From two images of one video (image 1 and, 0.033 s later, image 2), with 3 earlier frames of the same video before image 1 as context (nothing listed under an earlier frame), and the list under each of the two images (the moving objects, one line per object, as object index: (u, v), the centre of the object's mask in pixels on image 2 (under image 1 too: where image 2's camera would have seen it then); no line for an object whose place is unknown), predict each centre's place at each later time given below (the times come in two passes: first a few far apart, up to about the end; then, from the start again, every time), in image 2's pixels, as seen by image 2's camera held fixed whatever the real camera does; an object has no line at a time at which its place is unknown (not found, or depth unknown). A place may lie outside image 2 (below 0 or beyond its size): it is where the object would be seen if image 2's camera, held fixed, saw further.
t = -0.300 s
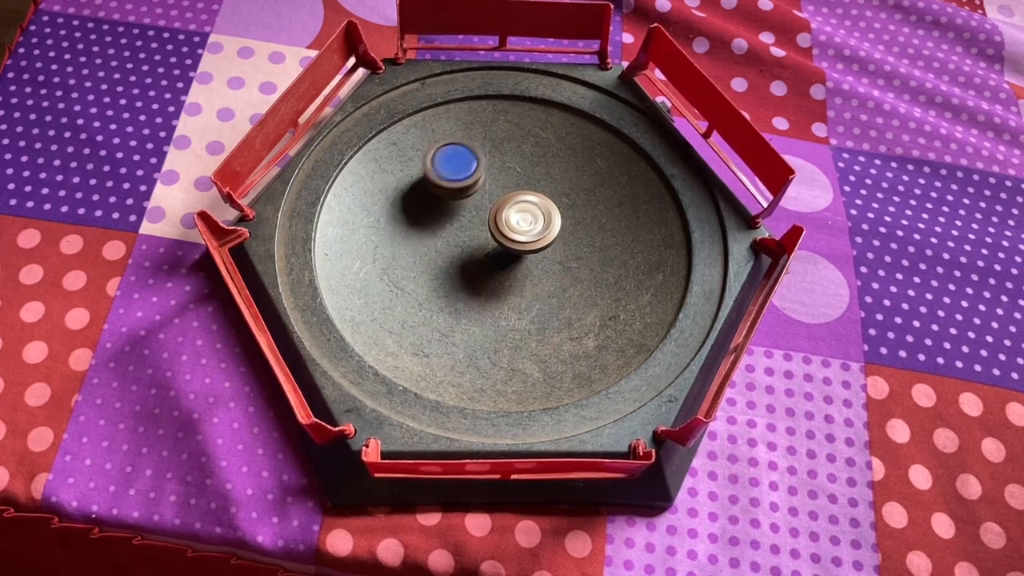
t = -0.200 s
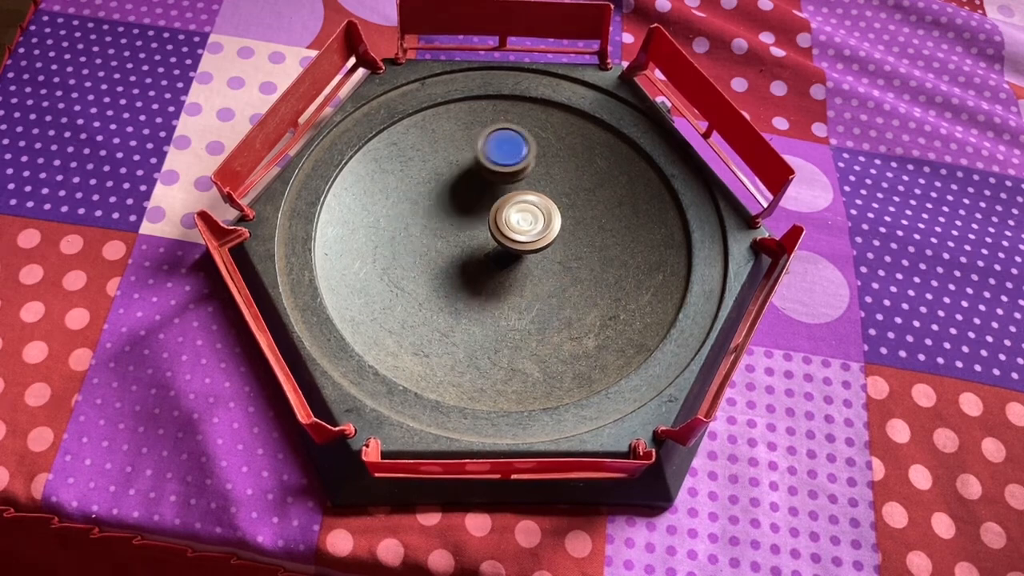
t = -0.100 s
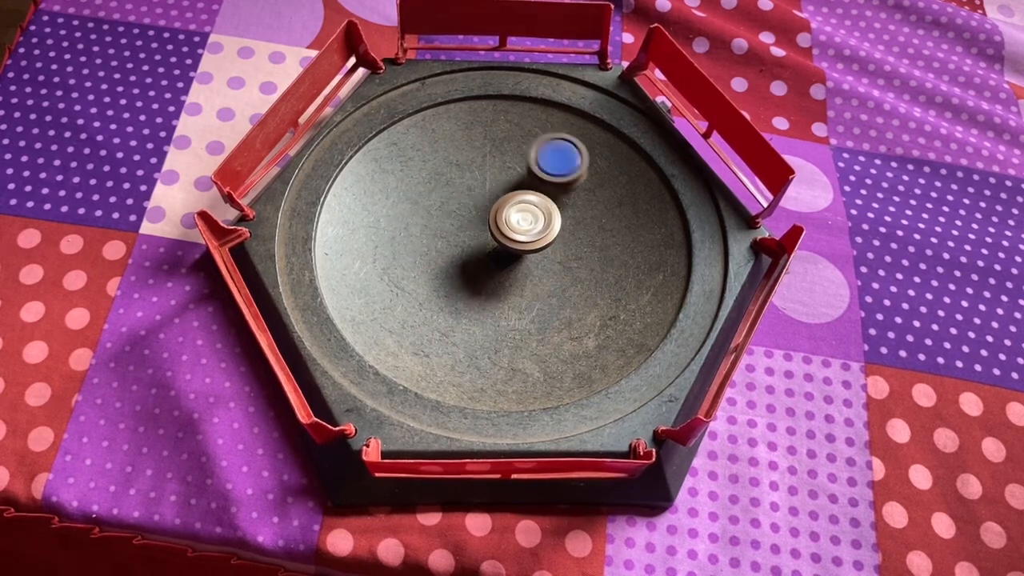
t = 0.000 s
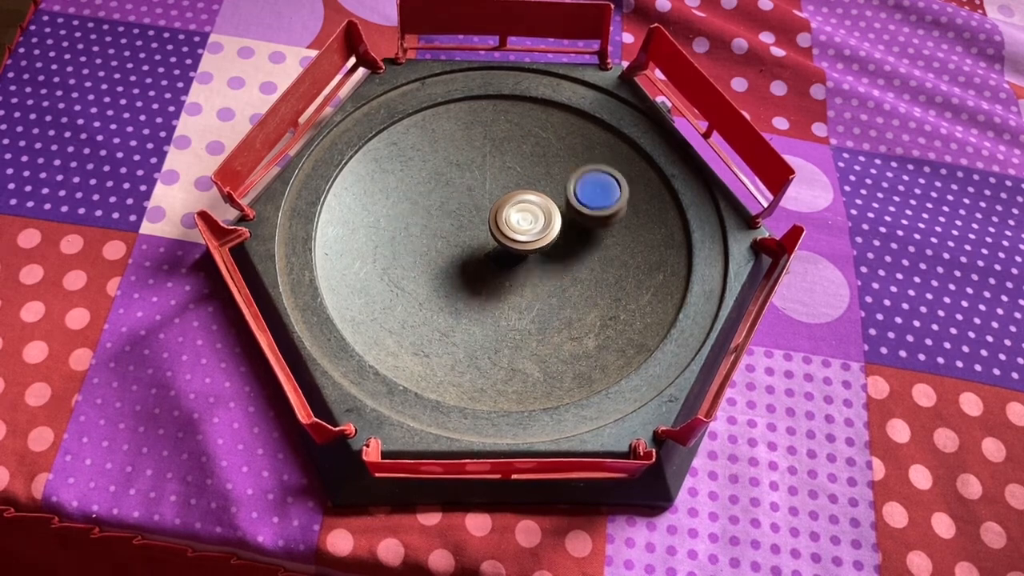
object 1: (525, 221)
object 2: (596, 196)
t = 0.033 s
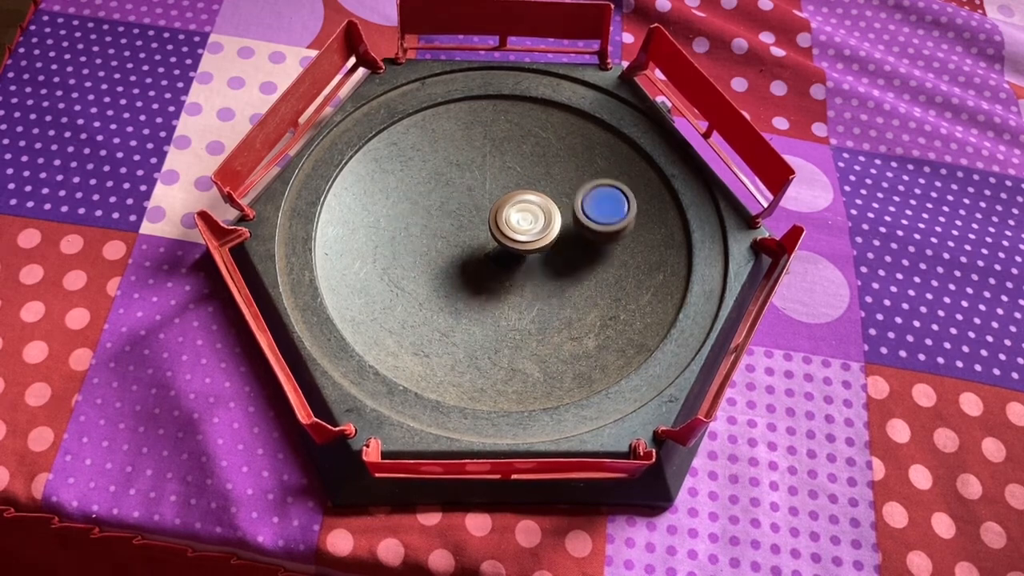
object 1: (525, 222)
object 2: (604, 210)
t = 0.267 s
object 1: (525, 221)
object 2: (556, 308)
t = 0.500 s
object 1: (525, 221)
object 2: (431, 280)
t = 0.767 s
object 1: (524, 221)
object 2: (454, 170)
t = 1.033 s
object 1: (524, 222)
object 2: (583, 184)
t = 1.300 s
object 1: (525, 222)
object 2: (575, 298)
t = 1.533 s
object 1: (525, 222)
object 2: (450, 295)
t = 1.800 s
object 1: (521, 223)
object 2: (442, 183)
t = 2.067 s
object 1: (520, 223)
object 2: (569, 174)
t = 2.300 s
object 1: (520, 223)
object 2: (595, 270)
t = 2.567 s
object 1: (523, 221)
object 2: (467, 301)
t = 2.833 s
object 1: (525, 221)
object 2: (431, 197)
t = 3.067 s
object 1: (525, 222)
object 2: (534, 160)
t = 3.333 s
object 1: (525, 221)
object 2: (599, 254)
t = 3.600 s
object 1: (524, 222)
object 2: (485, 308)
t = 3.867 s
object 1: (523, 222)
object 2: (427, 211)
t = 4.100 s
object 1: (524, 222)
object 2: (518, 161)
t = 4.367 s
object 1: (524, 222)
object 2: (599, 239)
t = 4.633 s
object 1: (524, 221)
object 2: (505, 307)
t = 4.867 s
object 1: (524, 222)
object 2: (427, 240)
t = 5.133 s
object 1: (524, 222)
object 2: (499, 164)
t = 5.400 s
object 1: (525, 221)
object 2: (593, 223)
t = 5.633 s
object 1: (525, 221)
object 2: (539, 302)
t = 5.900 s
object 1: (524, 222)
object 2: (435, 260)
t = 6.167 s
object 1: (524, 222)
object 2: (475, 176)
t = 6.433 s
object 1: (525, 225)
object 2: (581, 194)
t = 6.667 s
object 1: (526, 226)
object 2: (574, 277)
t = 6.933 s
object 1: (529, 227)
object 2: (465, 279)
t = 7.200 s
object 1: (532, 228)
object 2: (443, 201)
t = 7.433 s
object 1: (533, 228)
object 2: (522, 171)
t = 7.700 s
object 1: (533, 243)
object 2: (594, 218)
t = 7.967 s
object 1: (498, 262)
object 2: (569, 284)
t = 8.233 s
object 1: (446, 253)
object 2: (533, 256)
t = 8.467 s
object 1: (435, 235)
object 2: (557, 200)
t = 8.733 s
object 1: (460, 224)
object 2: (583, 220)
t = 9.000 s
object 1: (467, 227)
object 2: (541, 235)
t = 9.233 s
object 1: (462, 227)
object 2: (557, 219)
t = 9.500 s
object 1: (463, 226)
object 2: (545, 226)
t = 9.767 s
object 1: (462, 226)
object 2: (537, 219)
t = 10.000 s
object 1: (473, 231)
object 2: (537, 205)
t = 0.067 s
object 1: (524, 221)
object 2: (608, 226)
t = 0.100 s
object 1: (524, 221)
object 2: (608, 243)
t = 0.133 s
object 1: (524, 221)
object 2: (604, 259)
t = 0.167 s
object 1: (524, 221)
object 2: (597, 274)
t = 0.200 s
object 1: (524, 221)
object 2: (586, 288)
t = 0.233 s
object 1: (525, 221)
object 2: (572, 299)
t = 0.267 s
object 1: (525, 221)
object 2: (556, 308)
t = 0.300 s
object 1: (525, 221)
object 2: (537, 314)
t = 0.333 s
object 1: (525, 221)
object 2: (518, 316)
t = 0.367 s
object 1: (525, 221)
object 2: (497, 315)
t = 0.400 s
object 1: (525, 221)
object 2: (479, 311)
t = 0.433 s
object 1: (525, 221)
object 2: (460, 303)
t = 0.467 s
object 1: (525, 221)
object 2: (444, 293)
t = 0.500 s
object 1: (525, 221)
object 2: (431, 280)
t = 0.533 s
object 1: (525, 221)
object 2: (422, 265)
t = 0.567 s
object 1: (525, 221)
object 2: (416, 251)
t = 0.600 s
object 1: (525, 221)
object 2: (414, 235)
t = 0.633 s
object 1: (525, 221)
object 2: (416, 221)
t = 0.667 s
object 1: (525, 221)
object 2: (420, 206)
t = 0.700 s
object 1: (525, 221)
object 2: (428, 191)
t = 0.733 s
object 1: (525, 221)
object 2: (440, 181)
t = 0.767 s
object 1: (524, 221)
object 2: (454, 170)
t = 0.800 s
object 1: (524, 221)
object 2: (470, 163)
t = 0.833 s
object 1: (524, 222)
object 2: (485, 157)
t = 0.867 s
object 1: (524, 222)
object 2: (504, 155)
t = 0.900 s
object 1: (524, 222)
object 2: (521, 155)
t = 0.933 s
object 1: (524, 222)
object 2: (539, 158)
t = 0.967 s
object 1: (524, 222)
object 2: (555, 164)
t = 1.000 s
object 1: (524, 222)
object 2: (570, 173)
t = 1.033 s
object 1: (524, 222)
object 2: (583, 184)
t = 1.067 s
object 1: (525, 222)
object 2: (594, 197)
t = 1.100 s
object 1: (524, 222)
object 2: (602, 210)
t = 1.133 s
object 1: (524, 222)
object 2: (606, 226)
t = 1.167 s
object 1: (524, 222)
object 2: (606, 241)
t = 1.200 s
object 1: (525, 222)
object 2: (604, 257)
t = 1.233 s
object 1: (525, 222)
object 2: (597, 272)
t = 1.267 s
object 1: (525, 222)
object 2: (588, 286)
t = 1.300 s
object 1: (525, 222)
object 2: (575, 298)
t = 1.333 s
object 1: (525, 221)
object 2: (559, 307)
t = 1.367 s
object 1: (525, 222)
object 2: (541, 314)
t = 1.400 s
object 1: (525, 222)
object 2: (521, 316)
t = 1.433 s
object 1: (525, 222)
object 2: (502, 316)
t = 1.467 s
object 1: (525, 222)
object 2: (483, 312)
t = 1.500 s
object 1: (525, 222)
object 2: (466, 305)
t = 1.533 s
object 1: (525, 222)
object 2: (450, 295)
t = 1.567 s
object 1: (524, 222)
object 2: (437, 282)
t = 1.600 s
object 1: (524, 222)
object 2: (427, 268)
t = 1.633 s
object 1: (523, 222)
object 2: (421, 253)
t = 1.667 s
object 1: (522, 223)
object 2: (419, 238)
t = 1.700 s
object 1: (522, 223)
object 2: (420, 223)
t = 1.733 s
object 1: (522, 222)
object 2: (424, 209)
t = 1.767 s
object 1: (521, 222)
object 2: (432, 196)
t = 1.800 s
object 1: (521, 223)
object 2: (442, 183)
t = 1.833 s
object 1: (521, 223)
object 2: (456, 174)
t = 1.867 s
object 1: (521, 223)
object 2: (471, 166)
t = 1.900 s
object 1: (521, 223)
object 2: (486, 160)
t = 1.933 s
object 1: (521, 223)
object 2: (503, 157)
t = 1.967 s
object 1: (520, 223)
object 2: (520, 157)
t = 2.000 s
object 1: (520, 223)
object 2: (538, 161)
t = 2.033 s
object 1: (520, 223)
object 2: (554, 166)
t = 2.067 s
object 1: (520, 223)
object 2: (569, 174)
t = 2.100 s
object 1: (520, 223)
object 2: (582, 184)
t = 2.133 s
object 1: (520, 223)
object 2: (592, 196)
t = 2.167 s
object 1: (520, 223)
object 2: (600, 209)
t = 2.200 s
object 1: (520, 223)
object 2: (604, 224)
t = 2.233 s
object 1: (520, 223)
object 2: (605, 240)
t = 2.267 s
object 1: (520, 223)
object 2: (602, 256)
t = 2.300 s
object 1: (520, 223)
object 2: (595, 270)
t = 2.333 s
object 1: (520, 223)
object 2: (585, 284)
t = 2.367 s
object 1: (520, 223)
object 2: (573, 295)
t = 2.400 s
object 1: (521, 222)
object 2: (557, 305)
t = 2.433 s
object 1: (521, 222)
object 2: (540, 310)
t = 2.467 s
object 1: (522, 222)
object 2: (520, 313)
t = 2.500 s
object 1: (522, 222)
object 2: (500, 312)
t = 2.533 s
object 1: (523, 222)
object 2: (483, 308)
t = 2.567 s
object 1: (523, 221)
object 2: (467, 301)
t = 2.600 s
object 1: (523, 221)
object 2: (453, 293)
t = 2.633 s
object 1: (523, 221)
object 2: (441, 282)
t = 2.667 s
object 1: (523, 221)
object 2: (431, 269)
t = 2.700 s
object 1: (523, 221)
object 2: (424, 254)
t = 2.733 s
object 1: (524, 221)
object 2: (421, 239)
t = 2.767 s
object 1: (524, 221)
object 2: (421, 225)
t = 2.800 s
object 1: (524, 221)
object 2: (425, 210)
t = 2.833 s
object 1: (525, 221)
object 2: (431, 197)
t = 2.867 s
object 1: (525, 221)
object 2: (441, 184)
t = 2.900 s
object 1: (525, 221)
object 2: (455, 174)
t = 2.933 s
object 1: (525, 221)
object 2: (469, 167)
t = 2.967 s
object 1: (525, 221)
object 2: (485, 162)
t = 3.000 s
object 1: (525, 221)
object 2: (500, 158)
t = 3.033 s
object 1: (525, 222)
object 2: (518, 158)
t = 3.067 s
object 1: (525, 222)
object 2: (534, 160)
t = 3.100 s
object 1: (525, 222)
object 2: (550, 165)
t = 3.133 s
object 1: (525, 222)
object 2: (566, 173)
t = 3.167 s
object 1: (525, 221)
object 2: (578, 183)
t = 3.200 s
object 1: (525, 221)
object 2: (588, 196)
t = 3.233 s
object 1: (525, 221)
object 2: (595, 210)
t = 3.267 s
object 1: (524, 221)
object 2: (600, 223)
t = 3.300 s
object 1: (525, 221)
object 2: (601, 239)
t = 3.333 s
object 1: (525, 221)
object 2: (599, 254)
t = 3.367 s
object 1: (525, 221)
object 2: (593, 268)
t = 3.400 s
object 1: (525, 221)
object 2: (584, 282)
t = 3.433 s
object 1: (525, 221)
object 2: (572, 293)
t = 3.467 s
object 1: (525, 221)
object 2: (557, 303)
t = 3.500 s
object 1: (525, 222)
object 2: (540, 309)
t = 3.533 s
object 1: (525, 222)
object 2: (521, 312)
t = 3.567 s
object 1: (524, 222)
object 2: (502, 311)
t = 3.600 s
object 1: (524, 222)
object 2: (485, 308)
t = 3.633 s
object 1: (524, 222)
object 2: (468, 301)
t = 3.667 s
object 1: (524, 222)
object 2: (454, 292)
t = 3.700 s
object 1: (524, 222)
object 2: (442, 281)
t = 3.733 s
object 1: (524, 222)
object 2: (433, 268)
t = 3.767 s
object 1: (523, 222)
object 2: (426, 255)
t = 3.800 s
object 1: (522, 223)
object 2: (423, 240)
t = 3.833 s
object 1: (523, 223)
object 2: (423, 225)
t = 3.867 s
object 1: (523, 222)
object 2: (427, 211)
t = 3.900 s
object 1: (524, 222)
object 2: (433, 199)
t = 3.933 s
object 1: (524, 222)
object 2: (444, 187)
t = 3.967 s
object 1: (524, 222)
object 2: (456, 177)
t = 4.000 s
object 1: (524, 222)
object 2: (470, 170)
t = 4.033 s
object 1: (525, 222)
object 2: (485, 165)
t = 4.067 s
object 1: (524, 222)
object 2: (501, 162)
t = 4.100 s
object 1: (524, 222)
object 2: (518, 161)
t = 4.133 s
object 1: (524, 222)
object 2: (533, 162)
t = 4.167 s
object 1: (524, 222)
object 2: (550, 168)
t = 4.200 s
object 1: (524, 222)
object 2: (565, 175)
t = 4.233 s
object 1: (524, 222)
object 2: (577, 185)
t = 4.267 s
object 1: (525, 222)
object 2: (587, 198)
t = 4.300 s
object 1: (525, 222)
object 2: (594, 211)
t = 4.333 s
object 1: (524, 222)
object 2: (598, 225)
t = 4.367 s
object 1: (524, 222)
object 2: (599, 239)
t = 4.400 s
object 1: (524, 222)
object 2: (596, 253)
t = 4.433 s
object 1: (524, 222)
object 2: (590, 267)
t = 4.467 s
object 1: (524, 222)
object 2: (582, 280)
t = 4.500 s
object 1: (524, 222)
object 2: (570, 291)
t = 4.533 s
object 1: (524, 222)
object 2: (556, 299)
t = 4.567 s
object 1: (524, 222)
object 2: (539, 305)
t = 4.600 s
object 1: (524, 222)
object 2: (522, 308)
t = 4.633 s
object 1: (524, 221)
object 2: (505, 307)
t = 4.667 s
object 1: (524, 222)
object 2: (489, 304)
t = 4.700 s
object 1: (524, 222)
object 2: (473, 298)
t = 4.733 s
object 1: (524, 222)
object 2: (459, 290)
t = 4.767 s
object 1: (524, 222)
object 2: (447, 280)
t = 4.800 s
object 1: (524, 222)
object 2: (438, 269)
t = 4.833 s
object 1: (524, 222)
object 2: (431, 255)
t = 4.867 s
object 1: (524, 222)
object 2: (427, 240)
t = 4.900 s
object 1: (524, 222)
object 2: (427, 227)
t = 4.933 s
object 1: (524, 222)
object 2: (430, 214)
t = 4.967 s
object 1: (524, 222)
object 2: (436, 201)
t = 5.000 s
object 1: (524, 222)
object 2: (445, 189)
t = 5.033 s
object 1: (524, 222)
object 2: (456, 180)
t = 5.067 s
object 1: (524, 222)
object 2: (469, 172)
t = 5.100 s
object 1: (525, 222)
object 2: (484, 167)
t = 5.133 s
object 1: (524, 222)
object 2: (499, 164)
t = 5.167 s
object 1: (524, 222)
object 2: (515, 163)
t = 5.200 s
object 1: (524, 222)
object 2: (531, 164)
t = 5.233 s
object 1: (524, 221)
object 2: (547, 168)
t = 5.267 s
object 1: (524, 222)
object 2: (560, 175)
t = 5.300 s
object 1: (525, 222)
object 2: (573, 185)
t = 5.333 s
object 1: (525, 222)
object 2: (583, 197)
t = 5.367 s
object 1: (525, 222)
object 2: (590, 209)
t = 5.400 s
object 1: (525, 221)
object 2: (593, 223)
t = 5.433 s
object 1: (525, 221)
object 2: (594, 238)
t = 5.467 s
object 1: (525, 221)
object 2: (593, 251)
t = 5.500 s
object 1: (525, 221)
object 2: (587, 264)
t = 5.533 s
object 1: (525, 221)
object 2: (578, 277)
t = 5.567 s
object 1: (525, 221)
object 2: (567, 288)
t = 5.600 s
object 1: (525, 221)
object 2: (554, 296)
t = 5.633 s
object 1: (525, 221)
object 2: (539, 302)
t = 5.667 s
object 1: (525, 221)
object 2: (521, 304)
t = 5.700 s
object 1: (525, 221)
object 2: (505, 304)
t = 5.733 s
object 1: (525, 221)
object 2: (489, 302)
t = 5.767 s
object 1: (525, 221)
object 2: (474, 297)
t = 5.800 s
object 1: (525, 221)
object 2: (462, 290)
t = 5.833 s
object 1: (525, 221)
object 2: (450, 281)
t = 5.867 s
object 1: (524, 221)
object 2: (441, 271)
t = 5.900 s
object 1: (524, 222)
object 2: (435, 260)
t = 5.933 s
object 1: (524, 222)
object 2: (431, 247)
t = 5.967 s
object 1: (524, 222)
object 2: (430, 235)
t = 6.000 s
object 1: (524, 222)
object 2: (431, 222)
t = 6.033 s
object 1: (524, 222)
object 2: (435, 210)
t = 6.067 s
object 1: (524, 222)
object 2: (442, 200)
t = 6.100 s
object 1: (524, 222)
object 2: (452, 190)
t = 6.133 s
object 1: (524, 222)
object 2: (463, 182)
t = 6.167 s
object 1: (524, 222)
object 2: (475, 176)
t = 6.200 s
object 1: (524, 222)
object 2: (488, 171)
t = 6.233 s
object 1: (525, 222)
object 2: (502, 167)
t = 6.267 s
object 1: (525, 222)
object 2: (517, 167)
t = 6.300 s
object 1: (525, 222)
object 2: (532, 168)
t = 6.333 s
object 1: (525, 223)
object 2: (547, 172)
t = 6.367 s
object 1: (525, 224)
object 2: (560, 177)
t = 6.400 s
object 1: (525, 224)
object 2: (571, 185)
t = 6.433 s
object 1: (525, 225)
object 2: (581, 194)
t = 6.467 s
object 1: (526, 225)
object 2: (589, 205)
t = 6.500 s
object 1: (525, 225)
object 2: (593, 217)
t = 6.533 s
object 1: (525, 226)
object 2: (596, 229)
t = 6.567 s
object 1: (525, 226)
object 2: (595, 242)
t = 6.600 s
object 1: (526, 226)
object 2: (591, 255)
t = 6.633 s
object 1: (526, 226)
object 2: (584, 266)
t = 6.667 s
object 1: (526, 226)
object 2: (574, 277)
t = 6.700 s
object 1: (526, 226)
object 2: (563, 286)
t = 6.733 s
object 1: (527, 226)
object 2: (548, 291)
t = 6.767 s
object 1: (527, 227)
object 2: (533, 295)
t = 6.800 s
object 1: (528, 227)
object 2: (517, 296)
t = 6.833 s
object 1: (528, 227)
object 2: (502, 295)
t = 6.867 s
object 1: (528, 227)
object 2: (488, 291)
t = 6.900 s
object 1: (528, 227)
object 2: (476, 286)
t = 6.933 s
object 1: (529, 227)
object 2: (465, 279)
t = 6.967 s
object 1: (530, 227)
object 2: (455, 271)
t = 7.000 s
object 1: (530, 228)
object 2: (447, 262)
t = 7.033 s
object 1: (530, 228)
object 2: (442, 252)
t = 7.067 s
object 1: (531, 228)
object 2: (438, 242)
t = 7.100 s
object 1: (531, 228)
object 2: (436, 232)
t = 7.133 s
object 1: (531, 228)
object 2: (437, 221)
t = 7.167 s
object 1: (531, 228)
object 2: (439, 210)
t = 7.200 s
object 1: (532, 228)
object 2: (443, 201)
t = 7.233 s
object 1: (532, 228)
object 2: (450, 193)
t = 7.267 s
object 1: (532, 228)
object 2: (459, 184)
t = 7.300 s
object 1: (532, 228)
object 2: (470, 179)
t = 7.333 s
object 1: (532, 228)
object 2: (482, 174)
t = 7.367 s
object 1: (532, 228)
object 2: (495, 172)
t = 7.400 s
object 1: (533, 228)
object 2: (508, 170)
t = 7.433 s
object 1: (533, 228)
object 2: (522, 171)
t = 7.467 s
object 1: (533, 228)
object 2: (537, 174)
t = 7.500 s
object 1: (534, 231)
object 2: (548, 177)
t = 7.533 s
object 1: (534, 235)
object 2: (559, 180)
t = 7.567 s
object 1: (534, 238)
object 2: (569, 185)
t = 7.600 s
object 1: (534, 240)
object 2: (578, 191)
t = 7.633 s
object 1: (534, 241)
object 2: (585, 198)
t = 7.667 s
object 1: (534, 242)
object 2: (591, 207)
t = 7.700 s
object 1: (533, 243)
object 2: (594, 218)
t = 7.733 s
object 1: (529, 247)
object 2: (597, 227)
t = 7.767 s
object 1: (526, 250)
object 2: (598, 236)
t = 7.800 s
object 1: (524, 252)
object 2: (596, 246)
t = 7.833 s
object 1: (522, 254)
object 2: (592, 256)
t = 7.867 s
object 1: (517, 257)
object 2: (587, 265)
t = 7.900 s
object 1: (511, 259)
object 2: (583, 272)
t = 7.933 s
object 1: (505, 261)
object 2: (576, 279)
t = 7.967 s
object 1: (498, 262)
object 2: (569, 284)
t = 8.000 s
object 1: (492, 262)
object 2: (561, 287)
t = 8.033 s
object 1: (484, 262)
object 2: (555, 289)
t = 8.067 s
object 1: (477, 262)
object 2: (547, 288)
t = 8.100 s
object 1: (471, 261)
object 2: (540, 285)
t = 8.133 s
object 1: (462, 259)
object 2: (537, 280)
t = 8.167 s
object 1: (456, 258)
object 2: (534, 273)
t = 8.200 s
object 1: (451, 256)
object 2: (533, 265)
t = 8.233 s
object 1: (446, 253)
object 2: (533, 256)
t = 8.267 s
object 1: (442, 251)
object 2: (535, 247)
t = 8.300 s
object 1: (439, 248)
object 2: (537, 238)
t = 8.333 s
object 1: (437, 245)
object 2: (539, 229)
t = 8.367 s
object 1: (435, 242)
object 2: (543, 221)
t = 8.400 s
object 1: (435, 240)
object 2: (547, 213)
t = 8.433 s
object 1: (435, 237)
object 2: (552, 205)
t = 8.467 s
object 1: (435, 235)
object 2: (557, 200)
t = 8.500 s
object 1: (437, 233)
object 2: (563, 195)
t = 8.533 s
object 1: (438, 231)
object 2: (569, 192)
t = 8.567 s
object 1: (441, 229)
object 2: (575, 192)
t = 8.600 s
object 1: (444, 227)
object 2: (581, 194)
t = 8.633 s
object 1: (447, 226)
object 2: (585, 198)
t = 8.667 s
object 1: (451, 225)
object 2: (588, 204)
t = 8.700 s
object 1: (455, 224)
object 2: (587, 212)
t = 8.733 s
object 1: (460, 224)
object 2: (583, 220)
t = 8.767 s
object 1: (464, 225)
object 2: (576, 228)
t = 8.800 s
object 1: (469, 225)
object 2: (566, 234)
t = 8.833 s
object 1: (474, 226)
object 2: (555, 238)
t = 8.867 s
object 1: (474, 226)
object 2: (546, 238)
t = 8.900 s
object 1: (467, 227)
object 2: (547, 238)
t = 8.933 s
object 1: (465, 227)
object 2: (547, 238)
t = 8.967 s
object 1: (465, 228)
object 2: (544, 237)
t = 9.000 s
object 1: (467, 227)
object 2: (541, 235)
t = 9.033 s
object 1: (468, 227)
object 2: (538, 233)
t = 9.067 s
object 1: (464, 228)
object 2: (542, 228)
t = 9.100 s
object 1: (461, 229)
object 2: (545, 224)
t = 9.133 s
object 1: (460, 229)
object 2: (548, 222)
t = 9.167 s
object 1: (460, 229)
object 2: (551, 220)
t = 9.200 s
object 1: (461, 228)
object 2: (554, 219)
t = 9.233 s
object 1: (462, 227)
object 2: (557, 219)
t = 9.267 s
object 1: (463, 226)
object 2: (558, 220)
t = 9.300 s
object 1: (464, 226)
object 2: (558, 222)
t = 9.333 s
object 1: (466, 225)
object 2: (557, 225)
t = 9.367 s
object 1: (468, 225)
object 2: (554, 227)
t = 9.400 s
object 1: (470, 225)
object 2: (549, 229)
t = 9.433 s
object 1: (472, 225)
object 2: (544, 229)
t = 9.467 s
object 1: (470, 225)
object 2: (543, 228)
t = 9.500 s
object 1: (463, 226)
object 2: (545, 226)
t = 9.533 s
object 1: (460, 227)
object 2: (545, 225)
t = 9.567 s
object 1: (459, 227)
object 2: (545, 223)
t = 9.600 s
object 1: (458, 227)
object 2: (544, 220)
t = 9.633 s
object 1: (458, 227)
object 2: (544, 219)
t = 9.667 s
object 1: (459, 226)
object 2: (544, 220)
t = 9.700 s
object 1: (460, 226)
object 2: (542, 220)
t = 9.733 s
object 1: (461, 226)
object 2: (540, 220)
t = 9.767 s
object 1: (462, 226)
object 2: (537, 219)
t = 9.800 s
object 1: (464, 225)
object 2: (534, 217)
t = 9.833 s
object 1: (466, 226)
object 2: (532, 215)
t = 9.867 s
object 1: (467, 227)
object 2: (532, 212)
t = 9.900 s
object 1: (468, 228)
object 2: (533, 210)
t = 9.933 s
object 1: (470, 229)
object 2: (534, 207)
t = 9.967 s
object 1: (471, 230)
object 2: (536, 206)
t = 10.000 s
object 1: (473, 231)
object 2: (537, 205)
